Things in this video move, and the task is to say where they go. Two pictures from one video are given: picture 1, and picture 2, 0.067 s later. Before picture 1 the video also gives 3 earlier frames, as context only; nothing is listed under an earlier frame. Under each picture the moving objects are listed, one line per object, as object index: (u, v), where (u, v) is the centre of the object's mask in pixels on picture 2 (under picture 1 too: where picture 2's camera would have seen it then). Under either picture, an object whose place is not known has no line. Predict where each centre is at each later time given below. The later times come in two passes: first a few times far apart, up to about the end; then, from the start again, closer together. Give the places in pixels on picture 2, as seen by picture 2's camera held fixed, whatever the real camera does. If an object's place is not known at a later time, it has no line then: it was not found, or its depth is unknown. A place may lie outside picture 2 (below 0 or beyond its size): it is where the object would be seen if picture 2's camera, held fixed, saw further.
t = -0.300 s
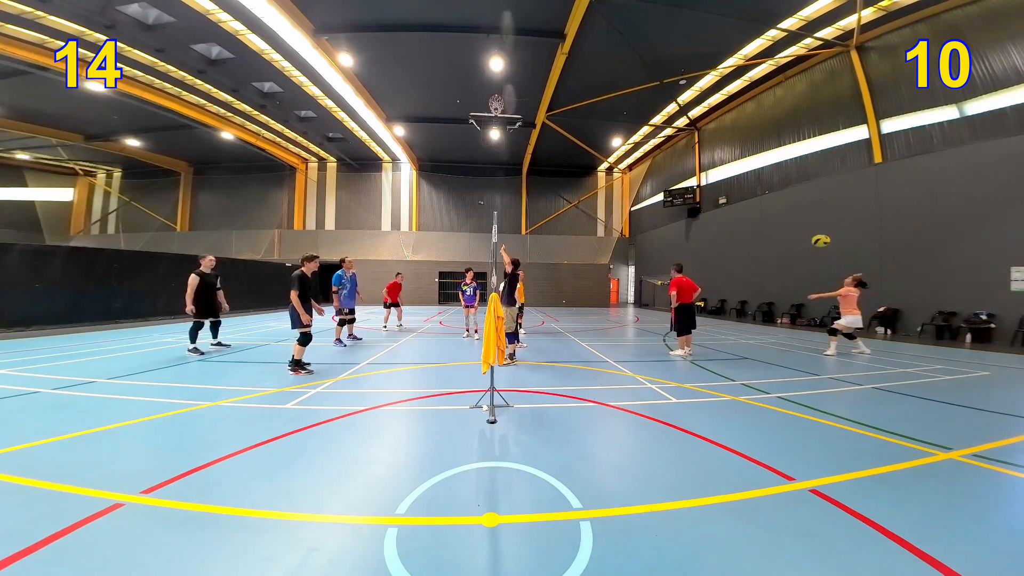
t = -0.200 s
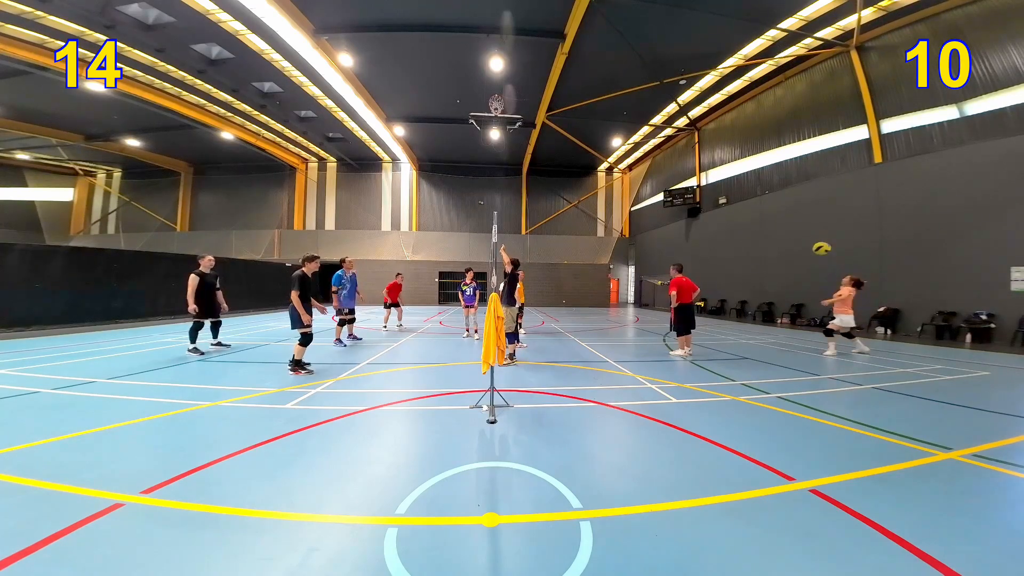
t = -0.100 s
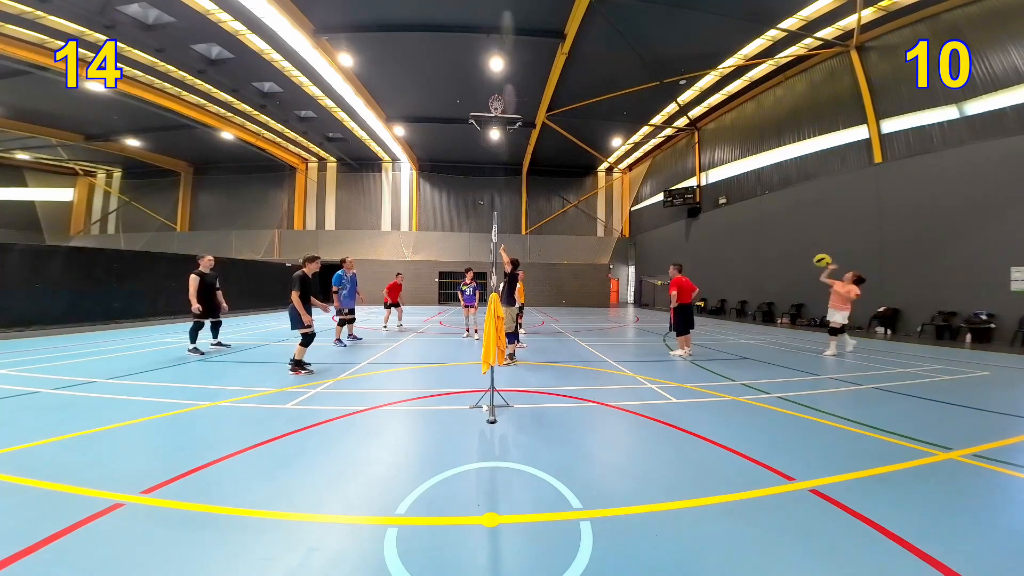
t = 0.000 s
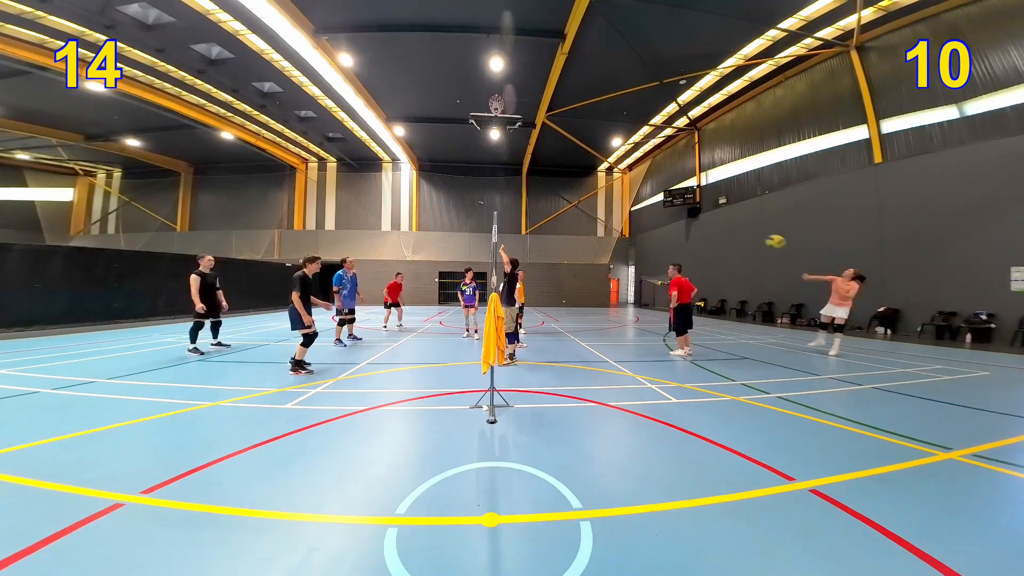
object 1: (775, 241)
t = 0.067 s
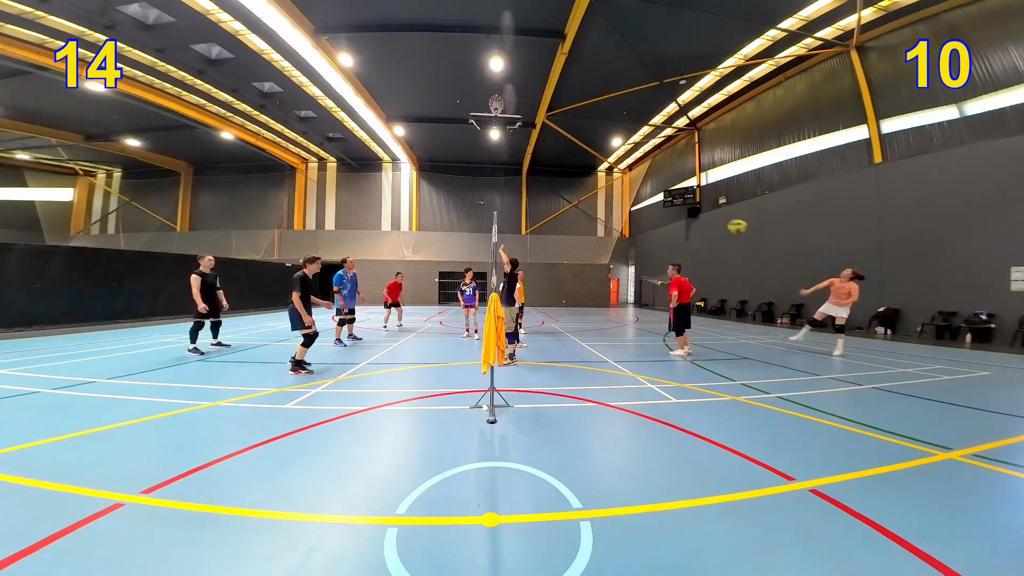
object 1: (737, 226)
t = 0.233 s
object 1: (638, 198)
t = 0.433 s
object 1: (513, 182)
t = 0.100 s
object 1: (718, 219)
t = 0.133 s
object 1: (698, 213)
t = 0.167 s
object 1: (678, 208)
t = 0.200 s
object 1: (659, 204)
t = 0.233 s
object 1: (638, 198)
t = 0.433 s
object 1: (513, 182)
